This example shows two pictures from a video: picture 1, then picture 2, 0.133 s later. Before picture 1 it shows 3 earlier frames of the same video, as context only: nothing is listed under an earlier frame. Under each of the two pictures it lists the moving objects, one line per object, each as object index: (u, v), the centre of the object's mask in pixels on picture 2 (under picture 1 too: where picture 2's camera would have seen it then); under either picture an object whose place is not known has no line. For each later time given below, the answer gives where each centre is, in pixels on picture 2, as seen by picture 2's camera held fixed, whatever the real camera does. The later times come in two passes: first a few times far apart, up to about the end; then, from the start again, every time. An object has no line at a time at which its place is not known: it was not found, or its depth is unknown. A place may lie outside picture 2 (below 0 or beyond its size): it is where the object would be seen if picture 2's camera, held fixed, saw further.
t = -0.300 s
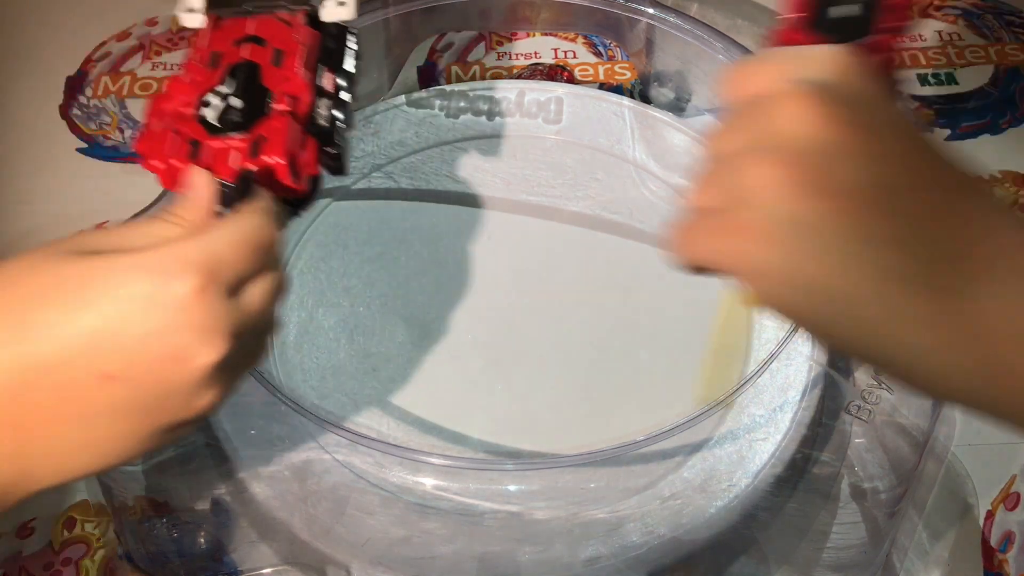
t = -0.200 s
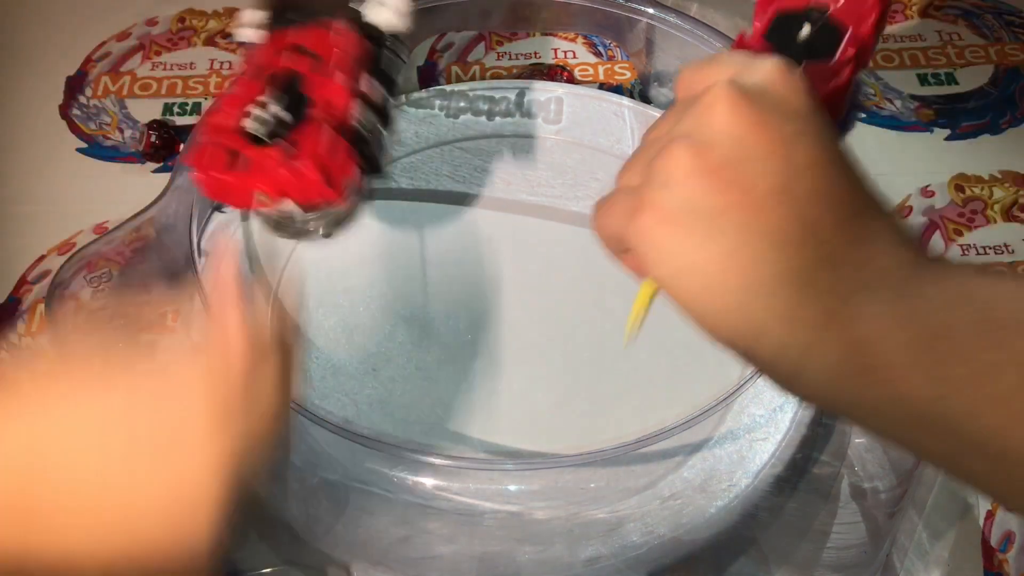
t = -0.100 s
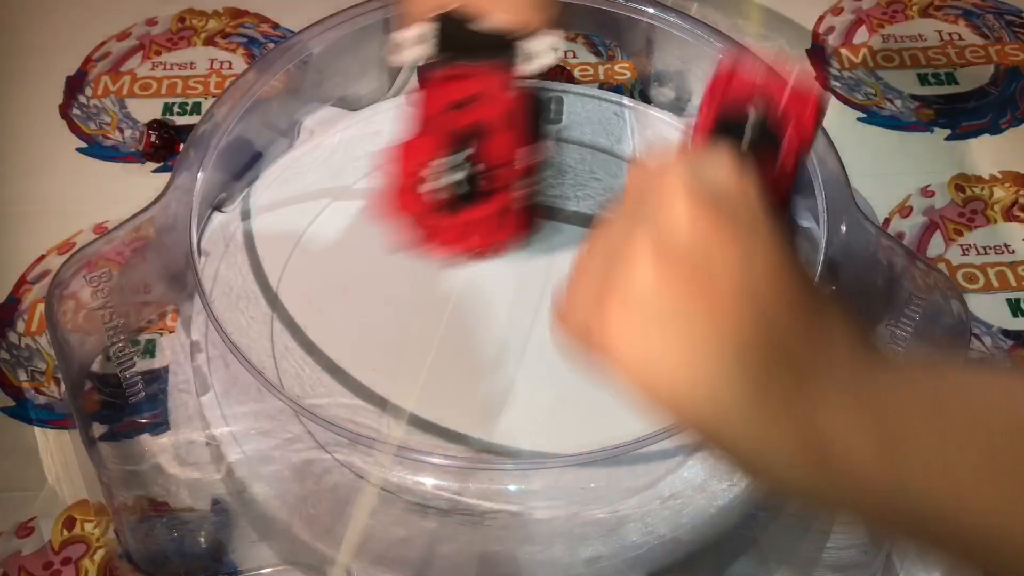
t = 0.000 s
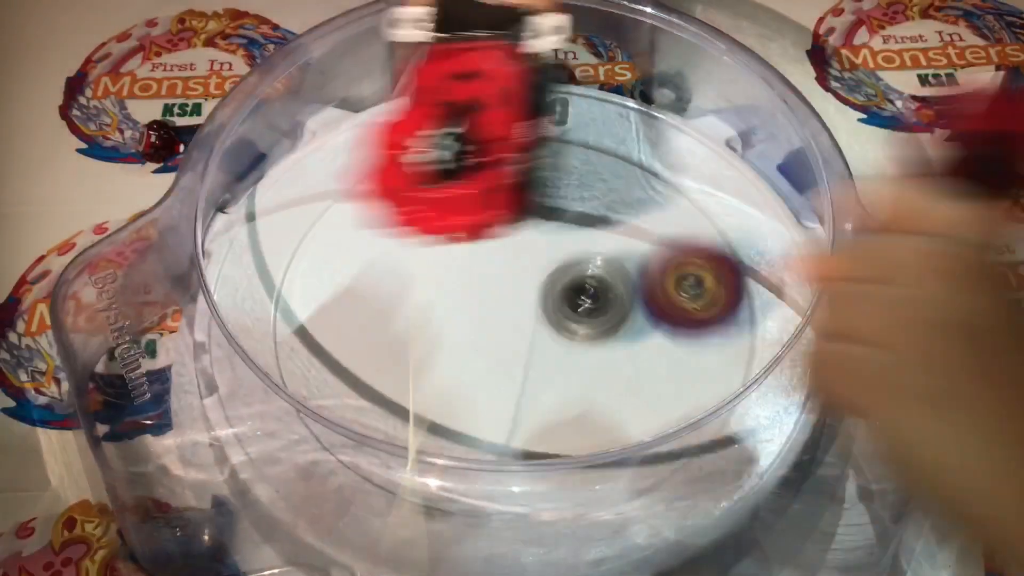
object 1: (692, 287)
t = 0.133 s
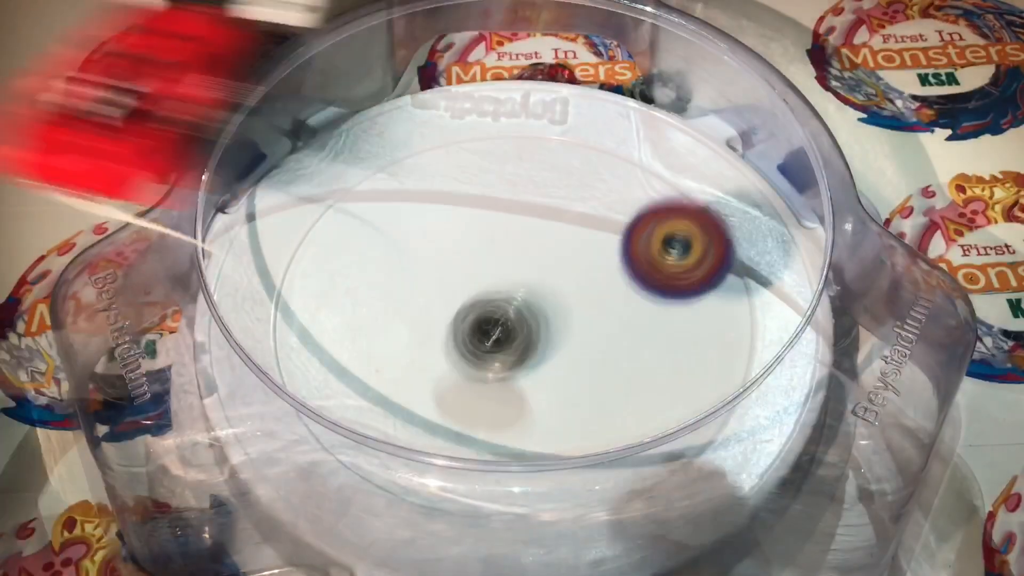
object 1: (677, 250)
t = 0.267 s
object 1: (638, 305)
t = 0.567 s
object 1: (621, 303)
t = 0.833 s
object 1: (643, 273)
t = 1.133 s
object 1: (529, 362)
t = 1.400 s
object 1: (652, 395)
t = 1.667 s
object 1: (543, 242)
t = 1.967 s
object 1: (299, 371)
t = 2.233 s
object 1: (540, 485)
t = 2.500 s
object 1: (607, 232)
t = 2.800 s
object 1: (332, 187)
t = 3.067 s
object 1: (474, 411)
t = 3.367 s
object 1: (662, 180)
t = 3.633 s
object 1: (423, 98)
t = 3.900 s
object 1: (395, 350)
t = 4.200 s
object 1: (732, 343)
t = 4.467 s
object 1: (583, 169)
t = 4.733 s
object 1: (373, 320)
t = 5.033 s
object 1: (614, 449)
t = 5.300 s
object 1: (604, 240)
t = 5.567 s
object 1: (361, 237)
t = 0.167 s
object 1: (667, 276)
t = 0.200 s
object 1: (655, 315)
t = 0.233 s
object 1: (644, 325)
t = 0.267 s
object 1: (638, 305)
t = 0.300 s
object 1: (629, 297)
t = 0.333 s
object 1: (618, 301)
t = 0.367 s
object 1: (607, 316)
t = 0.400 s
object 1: (606, 304)
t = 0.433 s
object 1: (606, 299)
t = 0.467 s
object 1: (605, 305)
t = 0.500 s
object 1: (609, 302)
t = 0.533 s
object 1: (614, 303)
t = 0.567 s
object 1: (621, 303)
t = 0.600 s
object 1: (627, 303)
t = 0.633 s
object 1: (634, 303)
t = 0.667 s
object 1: (642, 301)
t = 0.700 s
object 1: (647, 298)
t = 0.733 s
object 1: (652, 292)
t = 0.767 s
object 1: (652, 286)
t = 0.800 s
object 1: (649, 279)
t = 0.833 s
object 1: (643, 273)
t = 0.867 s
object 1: (633, 270)
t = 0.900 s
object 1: (618, 271)
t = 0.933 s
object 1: (600, 277)
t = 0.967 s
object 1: (583, 286)
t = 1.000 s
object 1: (566, 298)
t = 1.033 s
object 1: (551, 312)
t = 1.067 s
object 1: (541, 327)
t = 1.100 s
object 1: (532, 345)
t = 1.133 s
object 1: (529, 362)
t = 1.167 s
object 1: (530, 379)
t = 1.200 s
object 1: (537, 394)
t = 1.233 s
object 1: (548, 406)
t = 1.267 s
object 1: (564, 415)
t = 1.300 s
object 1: (583, 416)
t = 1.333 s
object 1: (606, 414)
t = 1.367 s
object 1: (629, 407)
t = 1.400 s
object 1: (652, 395)
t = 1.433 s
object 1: (668, 376)
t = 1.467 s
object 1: (672, 354)
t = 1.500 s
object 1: (668, 328)
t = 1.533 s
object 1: (654, 305)
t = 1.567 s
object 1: (632, 284)
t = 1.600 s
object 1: (607, 265)
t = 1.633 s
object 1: (576, 251)
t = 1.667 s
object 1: (543, 242)
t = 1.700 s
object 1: (509, 238)
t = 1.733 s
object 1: (474, 237)
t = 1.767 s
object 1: (440, 242)
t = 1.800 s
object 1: (408, 252)
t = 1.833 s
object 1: (375, 267)
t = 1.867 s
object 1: (347, 286)
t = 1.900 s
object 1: (323, 312)
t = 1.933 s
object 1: (307, 340)
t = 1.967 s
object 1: (299, 371)
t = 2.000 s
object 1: (309, 402)
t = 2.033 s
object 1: (323, 433)
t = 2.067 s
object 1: (343, 466)
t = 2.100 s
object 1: (369, 495)
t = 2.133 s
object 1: (408, 509)
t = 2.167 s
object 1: (453, 511)
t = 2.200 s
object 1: (499, 504)
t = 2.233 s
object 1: (540, 485)
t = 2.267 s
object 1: (578, 467)
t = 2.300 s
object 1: (610, 436)
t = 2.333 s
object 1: (634, 399)
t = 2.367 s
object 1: (646, 363)
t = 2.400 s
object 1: (649, 329)
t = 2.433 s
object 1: (643, 296)
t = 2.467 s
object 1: (629, 261)
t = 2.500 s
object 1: (607, 232)
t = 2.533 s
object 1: (581, 205)
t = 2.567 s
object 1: (551, 183)
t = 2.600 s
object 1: (520, 167)
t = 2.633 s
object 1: (485, 155)
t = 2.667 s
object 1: (449, 149)
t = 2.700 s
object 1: (414, 146)
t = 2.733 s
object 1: (381, 149)
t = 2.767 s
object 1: (354, 163)
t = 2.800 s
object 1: (332, 187)
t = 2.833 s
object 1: (319, 219)
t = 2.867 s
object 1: (307, 254)
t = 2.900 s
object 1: (305, 290)
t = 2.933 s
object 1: (319, 327)
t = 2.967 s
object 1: (344, 361)
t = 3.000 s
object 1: (380, 387)
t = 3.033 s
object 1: (426, 403)
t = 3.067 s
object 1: (474, 411)
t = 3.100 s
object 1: (523, 409)
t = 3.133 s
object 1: (567, 394)
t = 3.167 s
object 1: (605, 372)
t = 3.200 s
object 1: (633, 344)
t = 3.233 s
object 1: (656, 313)
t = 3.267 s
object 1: (669, 279)
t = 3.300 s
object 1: (676, 245)
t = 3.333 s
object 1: (672, 213)
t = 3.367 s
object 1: (662, 180)
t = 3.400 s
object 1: (646, 150)
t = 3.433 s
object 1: (619, 130)
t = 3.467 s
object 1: (587, 113)
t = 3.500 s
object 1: (554, 97)
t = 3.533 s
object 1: (523, 88)
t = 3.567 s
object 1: (487, 84)
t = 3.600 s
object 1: (453, 87)
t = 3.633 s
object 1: (423, 98)
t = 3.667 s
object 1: (397, 115)
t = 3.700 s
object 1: (375, 139)
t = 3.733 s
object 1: (358, 171)
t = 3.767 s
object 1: (348, 205)
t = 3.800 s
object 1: (346, 244)
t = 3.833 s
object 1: (354, 281)
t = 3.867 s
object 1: (370, 317)
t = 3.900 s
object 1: (395, 350)
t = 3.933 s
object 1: (427, 376)
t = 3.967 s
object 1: (464, 397)
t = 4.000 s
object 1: (507, 412)
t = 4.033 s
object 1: (552, 416)
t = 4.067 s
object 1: (595, 412)
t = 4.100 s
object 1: (636, 403)
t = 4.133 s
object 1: (674, 387)
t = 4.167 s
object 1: (707, 366)
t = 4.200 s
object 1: (732, 343)
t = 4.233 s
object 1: (747, 313)
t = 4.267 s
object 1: (747, 283)
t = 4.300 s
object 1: (737, 251)
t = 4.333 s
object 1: (718, 221)
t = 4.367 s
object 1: (689, 197)
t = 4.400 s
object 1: (657, 180)
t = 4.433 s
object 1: (621, 171)
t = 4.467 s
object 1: (583, 169)
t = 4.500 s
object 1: (545, 171)
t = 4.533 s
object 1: (509, 180)
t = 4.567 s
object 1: (476, 194)
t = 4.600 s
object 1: (444, 212)
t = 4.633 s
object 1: (418, 233)
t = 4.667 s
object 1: (397, 260)
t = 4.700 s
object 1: (382, 289)
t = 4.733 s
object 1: (373, 320)
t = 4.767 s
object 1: (371, 352)
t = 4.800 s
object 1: (379, 381)
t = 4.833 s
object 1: (398, 407)
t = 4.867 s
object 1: (426, 424)
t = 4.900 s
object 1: (452, 454)
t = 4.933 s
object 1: (492, 473)
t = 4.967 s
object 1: (535, 473)
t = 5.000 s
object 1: (578, 469)
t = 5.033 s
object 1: (614, 449)
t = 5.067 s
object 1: (644, 428)
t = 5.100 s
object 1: (660, 397)
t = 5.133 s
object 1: (674, 372)
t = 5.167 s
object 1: (675, 342)
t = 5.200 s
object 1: (666, 311)
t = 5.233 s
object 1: (650, 283)
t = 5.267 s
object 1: (629, 259)
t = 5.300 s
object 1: (604, 240)
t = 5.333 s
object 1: (576, 225)
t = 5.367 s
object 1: (545, 214)
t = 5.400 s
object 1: (513, 208)
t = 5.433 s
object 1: (480, 205)
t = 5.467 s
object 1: (449, 207)
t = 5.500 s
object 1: (419, 213)
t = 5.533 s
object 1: (388, 222)
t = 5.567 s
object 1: (361, 237)
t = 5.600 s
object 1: (341, 254)
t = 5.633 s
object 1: (324, 276)
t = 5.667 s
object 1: (315, 302)
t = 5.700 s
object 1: (317, 328)
